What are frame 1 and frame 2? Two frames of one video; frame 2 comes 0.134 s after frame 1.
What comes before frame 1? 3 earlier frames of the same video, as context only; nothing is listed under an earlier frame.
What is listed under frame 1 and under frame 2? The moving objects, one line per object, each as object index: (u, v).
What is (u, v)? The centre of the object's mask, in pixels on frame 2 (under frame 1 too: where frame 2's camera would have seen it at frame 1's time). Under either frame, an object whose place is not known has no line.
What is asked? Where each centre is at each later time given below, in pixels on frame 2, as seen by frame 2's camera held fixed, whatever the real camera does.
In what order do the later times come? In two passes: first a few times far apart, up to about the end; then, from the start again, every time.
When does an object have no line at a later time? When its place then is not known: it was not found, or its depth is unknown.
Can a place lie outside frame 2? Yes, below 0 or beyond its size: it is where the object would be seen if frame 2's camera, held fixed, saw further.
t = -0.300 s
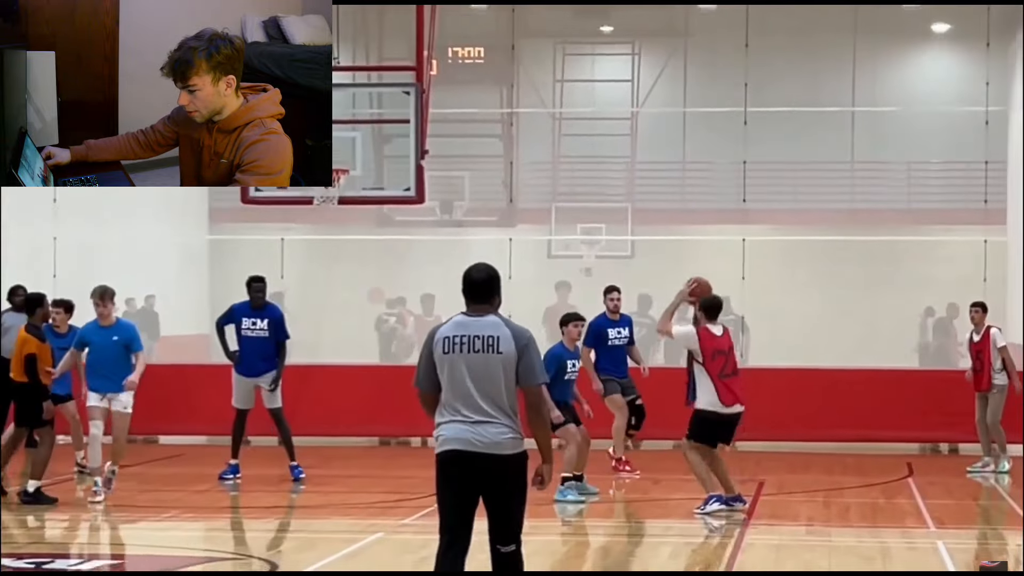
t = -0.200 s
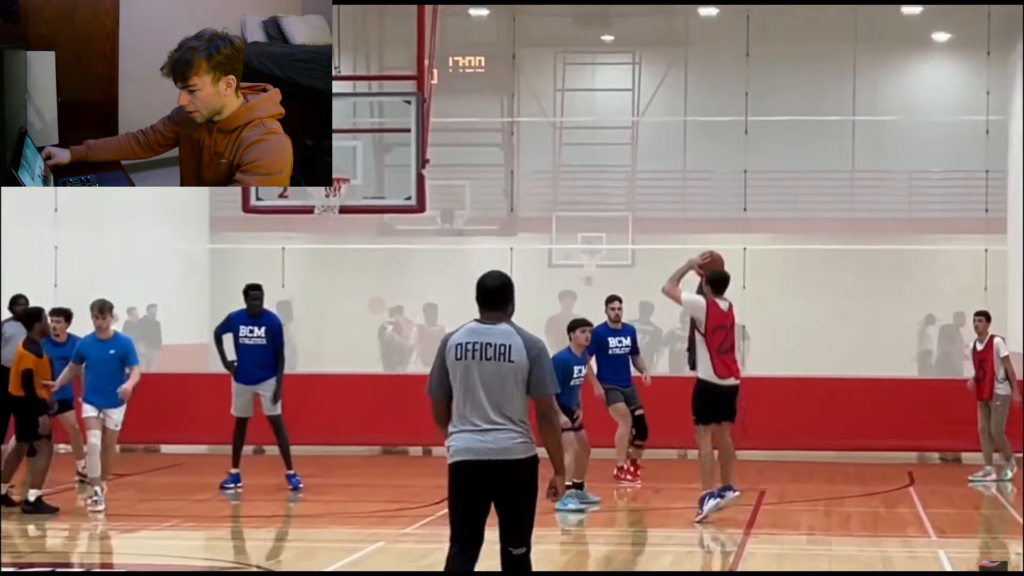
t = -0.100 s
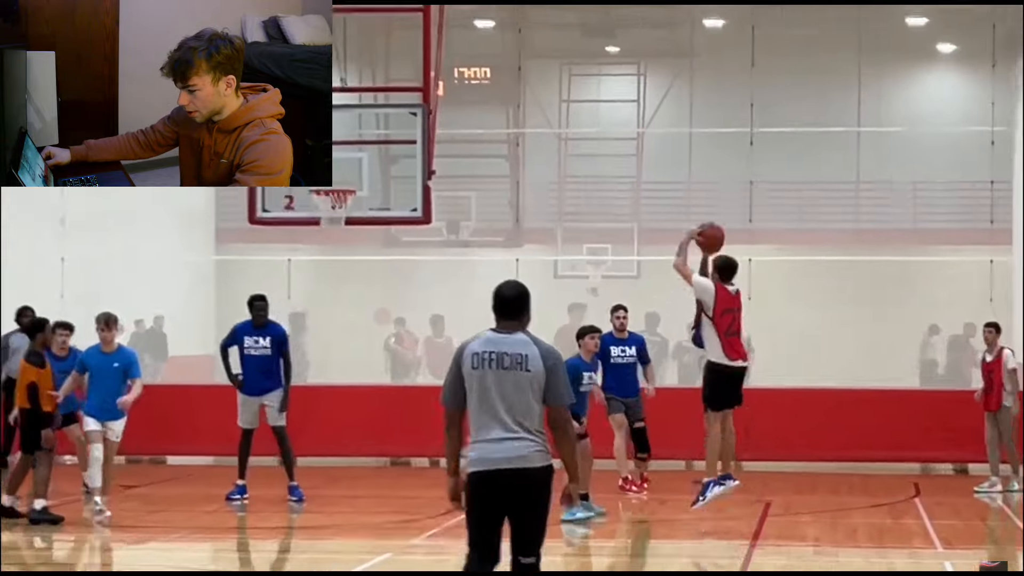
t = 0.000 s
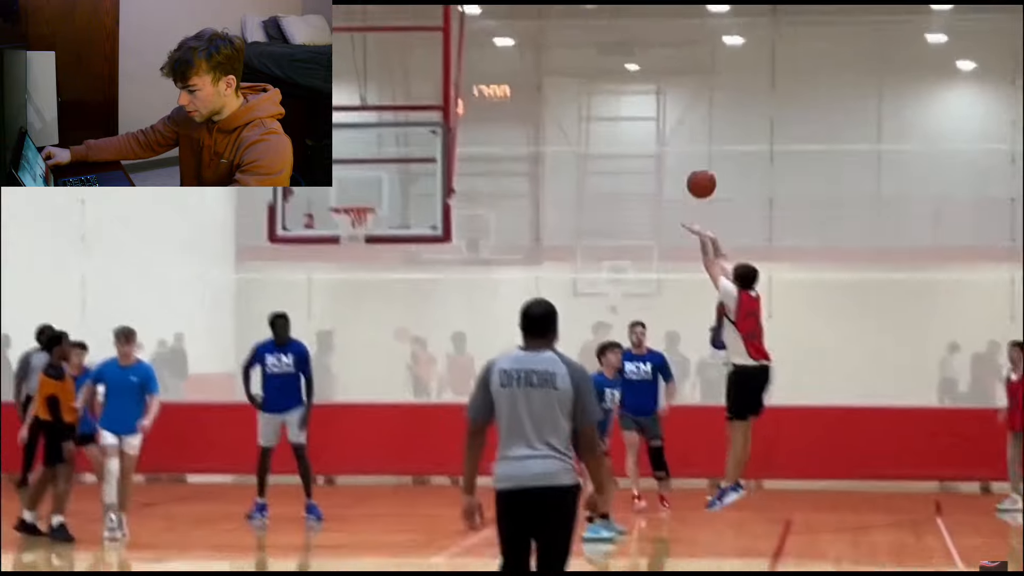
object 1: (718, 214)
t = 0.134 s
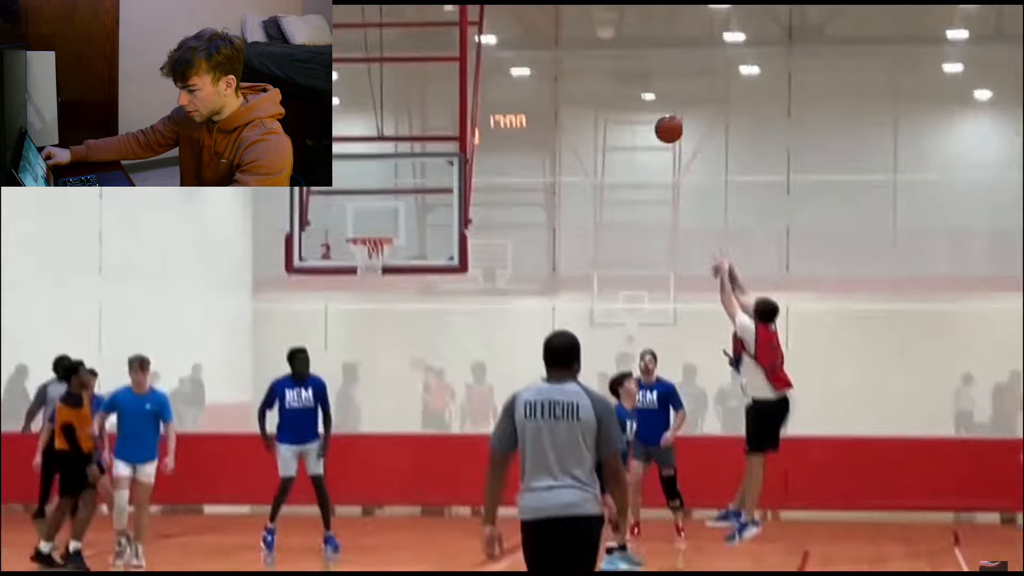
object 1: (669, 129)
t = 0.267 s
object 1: (624, 70)
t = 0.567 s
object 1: (532, 16)
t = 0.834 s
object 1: (461, 50)
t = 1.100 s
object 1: (396, 149)
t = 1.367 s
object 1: (355, 216)
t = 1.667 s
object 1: (327, 213)
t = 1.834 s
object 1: (309, 244)
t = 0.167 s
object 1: (657, 113)
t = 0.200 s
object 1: (646, 97)
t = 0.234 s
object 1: (634, 83)
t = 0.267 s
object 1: (624, 70)
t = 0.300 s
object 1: (613, 59)
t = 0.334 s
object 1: (602, 49)
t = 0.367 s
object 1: (591, 40)
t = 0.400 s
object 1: (582, 33)
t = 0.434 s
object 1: (571, 27)
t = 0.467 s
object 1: (561, 22)
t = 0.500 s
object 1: (551, 19)
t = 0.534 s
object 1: (542, 17)
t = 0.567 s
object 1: (532, 16)
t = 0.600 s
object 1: (523, 17)
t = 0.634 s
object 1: (514, 18)
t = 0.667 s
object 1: (505, 21)
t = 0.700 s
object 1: (496, 25)
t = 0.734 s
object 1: (487, 29)
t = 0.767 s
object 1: (478, 36)
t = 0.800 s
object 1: (469, 43)
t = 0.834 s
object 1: (461, 50)
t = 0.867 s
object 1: (452, 60)
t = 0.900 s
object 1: (444, 69)
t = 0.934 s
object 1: (436, 81)
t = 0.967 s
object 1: (428, 93)
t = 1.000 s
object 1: (420, 105)
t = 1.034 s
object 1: (412, 119)
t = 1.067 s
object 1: (405, 132)
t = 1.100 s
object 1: (396, 149)
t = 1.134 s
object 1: (389, 165)
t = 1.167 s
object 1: (381, 182)
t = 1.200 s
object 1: (374, 200)
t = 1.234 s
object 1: (366, 219)
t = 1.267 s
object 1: (361, 230)
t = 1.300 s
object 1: (359, 224)
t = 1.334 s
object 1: (357, 220)
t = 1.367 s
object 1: (355, 216)
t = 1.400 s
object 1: (353, 214)
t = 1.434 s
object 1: (351, 212)
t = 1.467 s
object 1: (349, 211)
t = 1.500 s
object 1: (345, 208)
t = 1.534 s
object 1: (341, 207)
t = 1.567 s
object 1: (338, 207)
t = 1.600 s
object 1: (334, 208)
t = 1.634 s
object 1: (331, 210)
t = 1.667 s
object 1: (327, 213)
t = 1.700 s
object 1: (324, 216)
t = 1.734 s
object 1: (320, 222)
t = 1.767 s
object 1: (317, 228)
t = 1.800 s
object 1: (313, 235)
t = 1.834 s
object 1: (309, 244)
